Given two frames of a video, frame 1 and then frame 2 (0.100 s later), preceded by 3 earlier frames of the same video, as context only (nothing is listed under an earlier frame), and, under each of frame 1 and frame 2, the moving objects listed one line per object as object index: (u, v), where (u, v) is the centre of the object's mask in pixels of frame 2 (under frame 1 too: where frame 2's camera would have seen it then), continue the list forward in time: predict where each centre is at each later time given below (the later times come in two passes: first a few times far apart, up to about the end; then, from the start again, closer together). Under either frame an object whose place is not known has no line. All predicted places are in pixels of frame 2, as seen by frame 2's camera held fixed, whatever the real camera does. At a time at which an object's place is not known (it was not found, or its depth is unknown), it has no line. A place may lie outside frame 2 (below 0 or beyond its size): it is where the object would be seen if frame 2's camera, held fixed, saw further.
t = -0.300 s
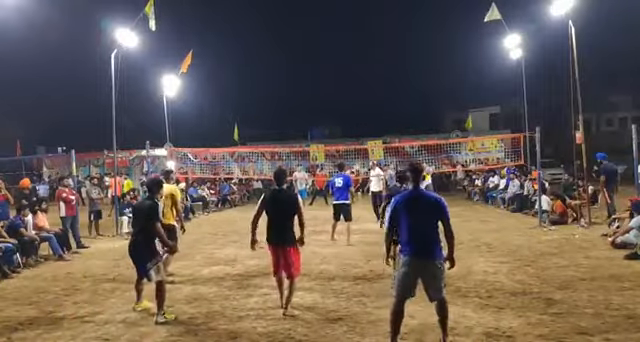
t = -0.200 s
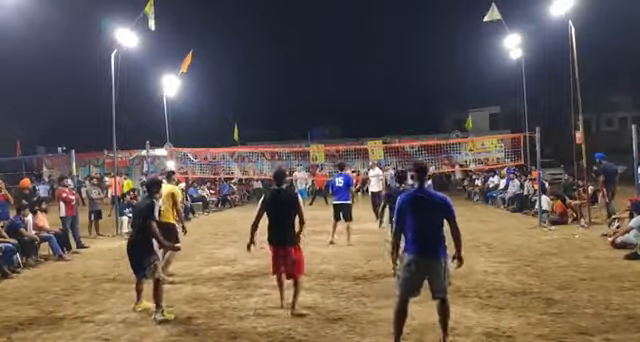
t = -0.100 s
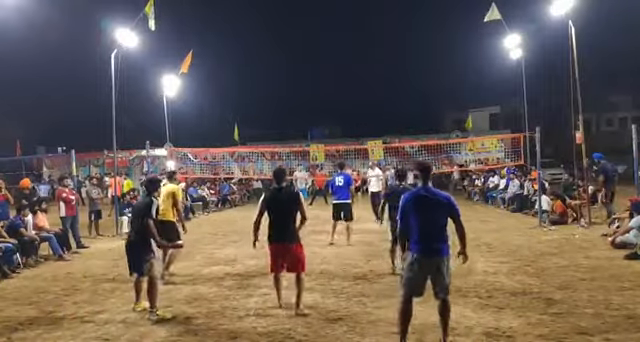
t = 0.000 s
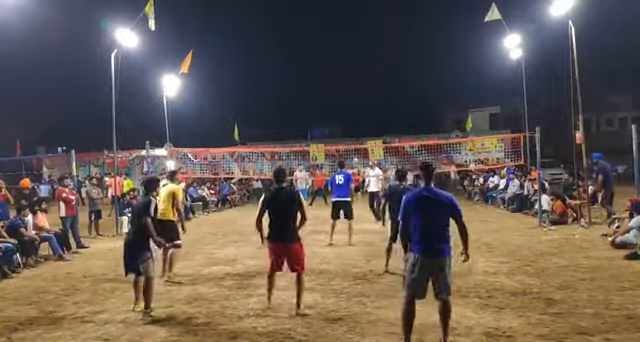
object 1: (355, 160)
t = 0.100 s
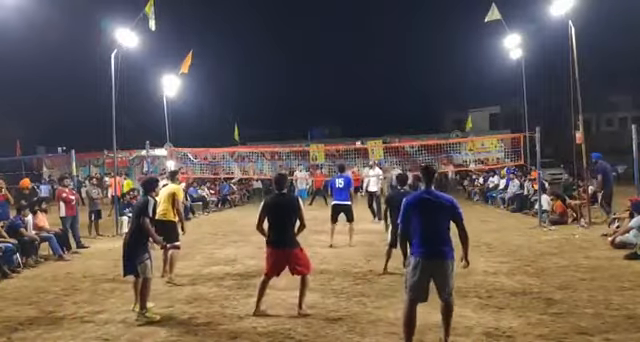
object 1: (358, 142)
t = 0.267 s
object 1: (363, 120)
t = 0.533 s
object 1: (376, 87)
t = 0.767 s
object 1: (393, 71)
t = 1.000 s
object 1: (421, 79)
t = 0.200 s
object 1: (361, 129)
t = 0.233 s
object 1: (362, 124)
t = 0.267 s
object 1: (363, 120)
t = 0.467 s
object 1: (372, 94)
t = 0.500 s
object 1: (374, 91)
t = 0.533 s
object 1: (376, 87)
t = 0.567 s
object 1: (378, 84)
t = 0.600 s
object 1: (380, 81)
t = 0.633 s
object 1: (382, 79)
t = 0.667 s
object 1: (385, 77)
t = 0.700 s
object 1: (387, 75)
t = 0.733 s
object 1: (390, 73)
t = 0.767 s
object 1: (393, 71)
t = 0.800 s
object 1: (396, 71)
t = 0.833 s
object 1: (400, 70)
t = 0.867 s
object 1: (403, 71)
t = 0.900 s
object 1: (407, 72)
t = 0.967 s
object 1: (416, 76)
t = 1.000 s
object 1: (421, 79)
